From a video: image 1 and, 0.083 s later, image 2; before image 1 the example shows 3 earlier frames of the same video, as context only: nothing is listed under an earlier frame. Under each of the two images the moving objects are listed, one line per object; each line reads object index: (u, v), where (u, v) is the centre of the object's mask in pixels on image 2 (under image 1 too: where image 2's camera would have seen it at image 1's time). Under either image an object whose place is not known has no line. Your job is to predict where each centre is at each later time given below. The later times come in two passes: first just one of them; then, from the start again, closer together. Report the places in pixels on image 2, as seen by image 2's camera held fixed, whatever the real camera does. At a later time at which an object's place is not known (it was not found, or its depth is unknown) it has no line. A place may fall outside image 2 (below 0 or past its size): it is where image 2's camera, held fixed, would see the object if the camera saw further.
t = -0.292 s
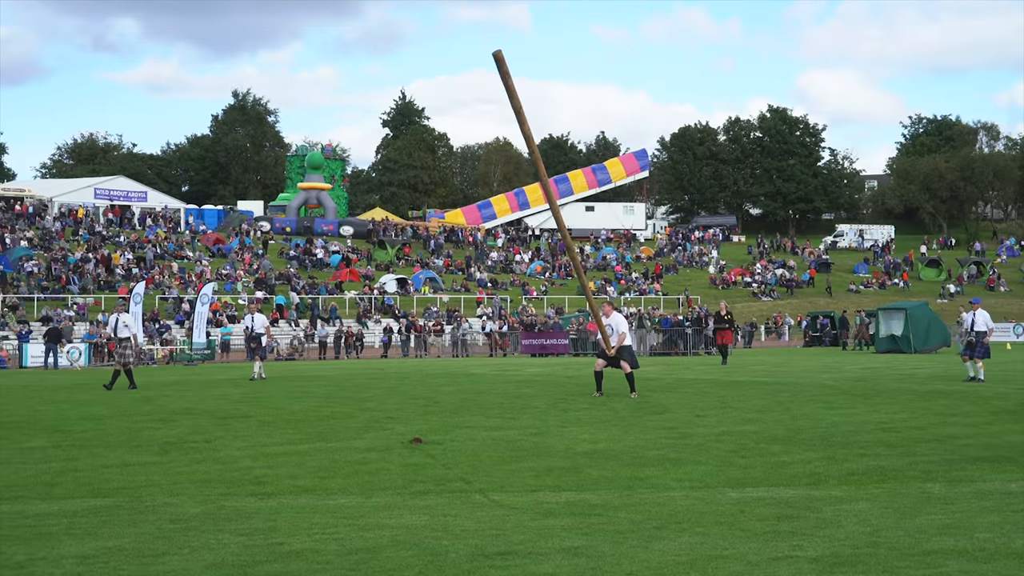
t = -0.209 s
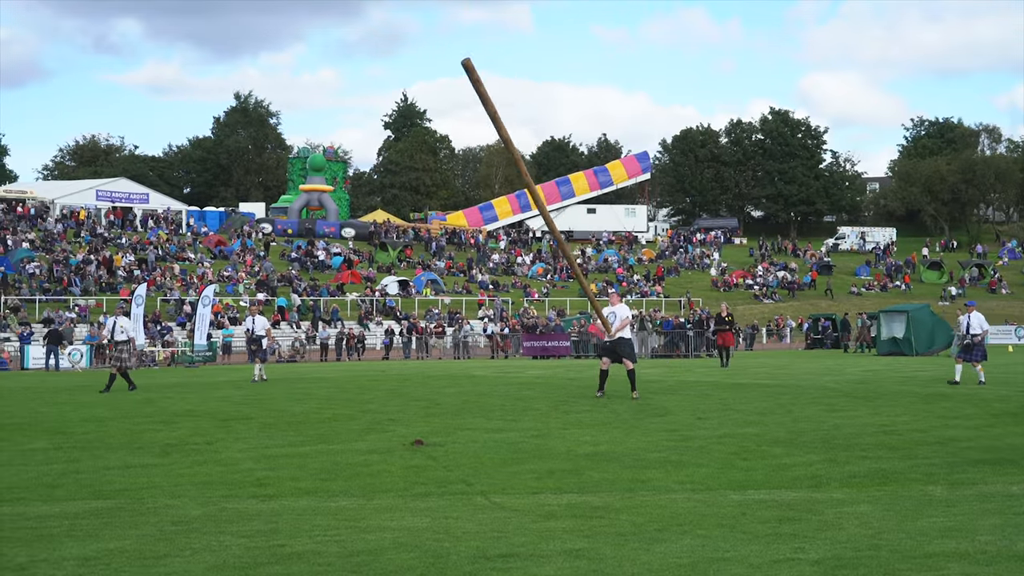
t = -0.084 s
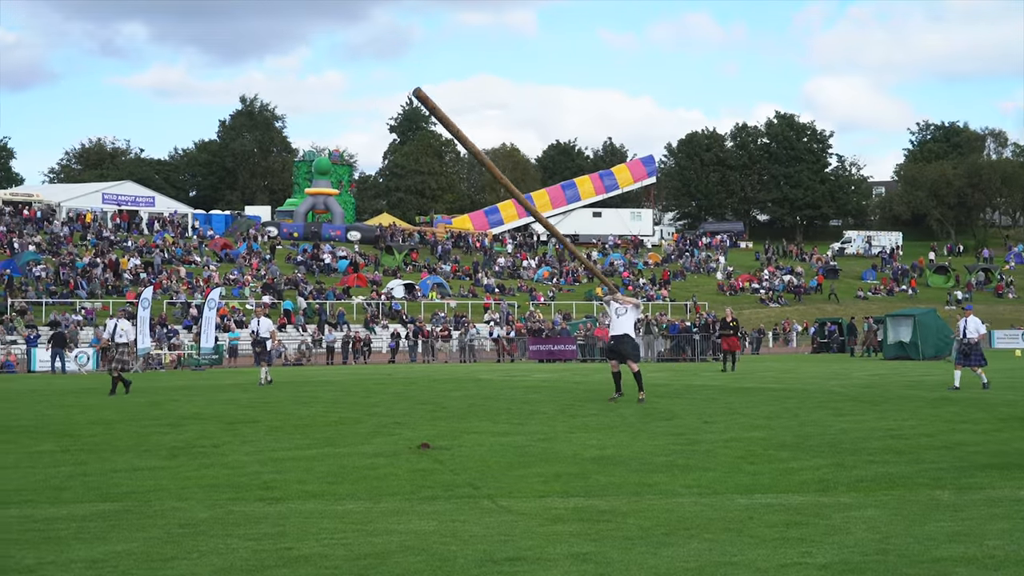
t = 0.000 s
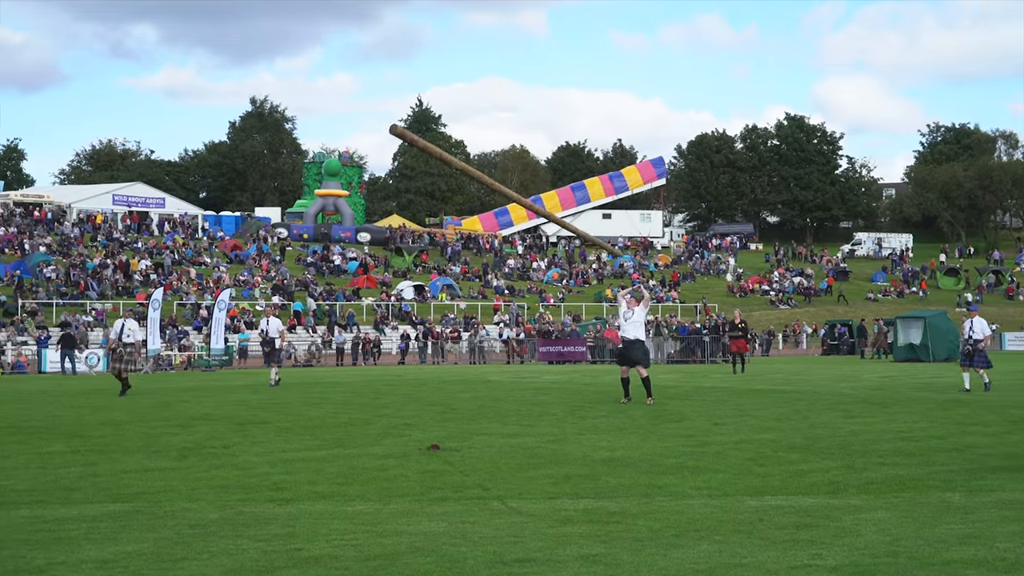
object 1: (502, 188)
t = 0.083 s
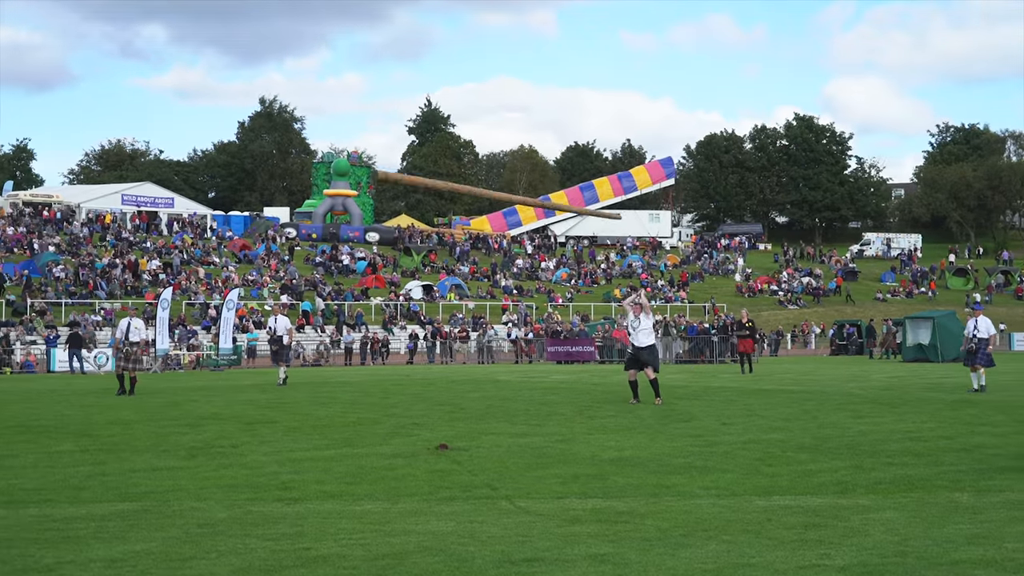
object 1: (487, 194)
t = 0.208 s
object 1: (461, 212)
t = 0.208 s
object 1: (461, 212)
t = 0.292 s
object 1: (440, 234)
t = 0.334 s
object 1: (434, 242)
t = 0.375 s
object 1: (426, 253)
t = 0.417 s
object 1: (416, 266)
